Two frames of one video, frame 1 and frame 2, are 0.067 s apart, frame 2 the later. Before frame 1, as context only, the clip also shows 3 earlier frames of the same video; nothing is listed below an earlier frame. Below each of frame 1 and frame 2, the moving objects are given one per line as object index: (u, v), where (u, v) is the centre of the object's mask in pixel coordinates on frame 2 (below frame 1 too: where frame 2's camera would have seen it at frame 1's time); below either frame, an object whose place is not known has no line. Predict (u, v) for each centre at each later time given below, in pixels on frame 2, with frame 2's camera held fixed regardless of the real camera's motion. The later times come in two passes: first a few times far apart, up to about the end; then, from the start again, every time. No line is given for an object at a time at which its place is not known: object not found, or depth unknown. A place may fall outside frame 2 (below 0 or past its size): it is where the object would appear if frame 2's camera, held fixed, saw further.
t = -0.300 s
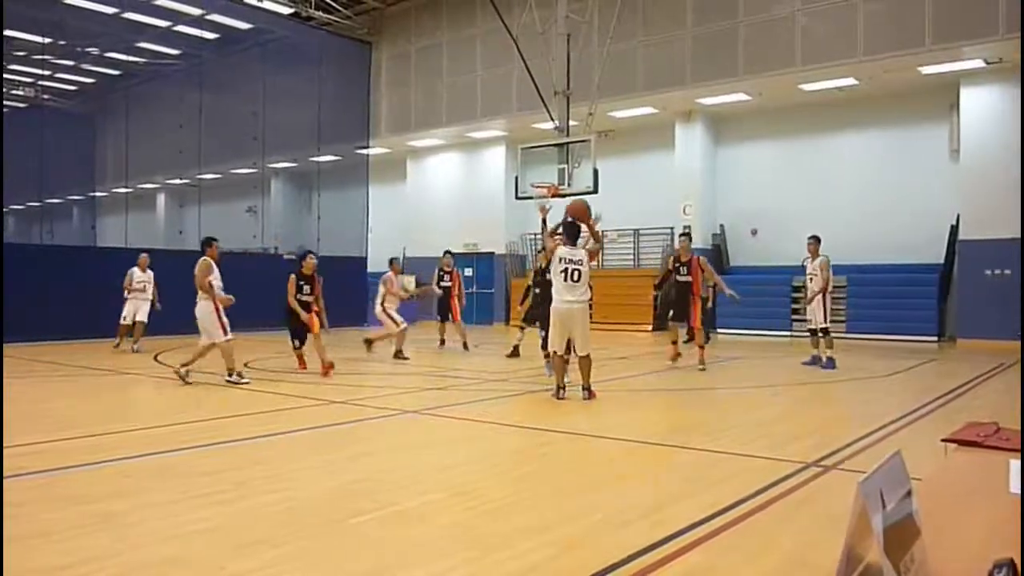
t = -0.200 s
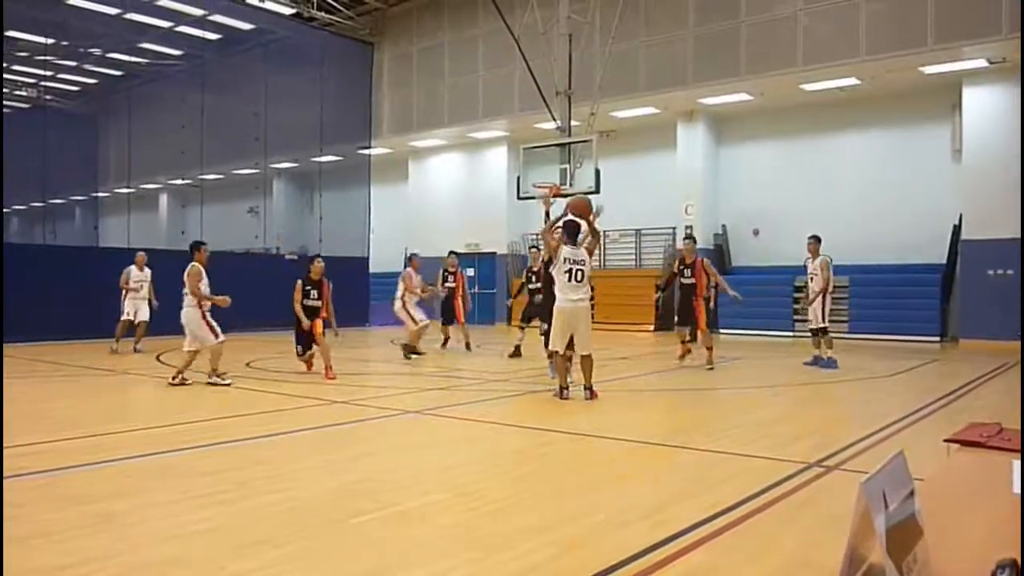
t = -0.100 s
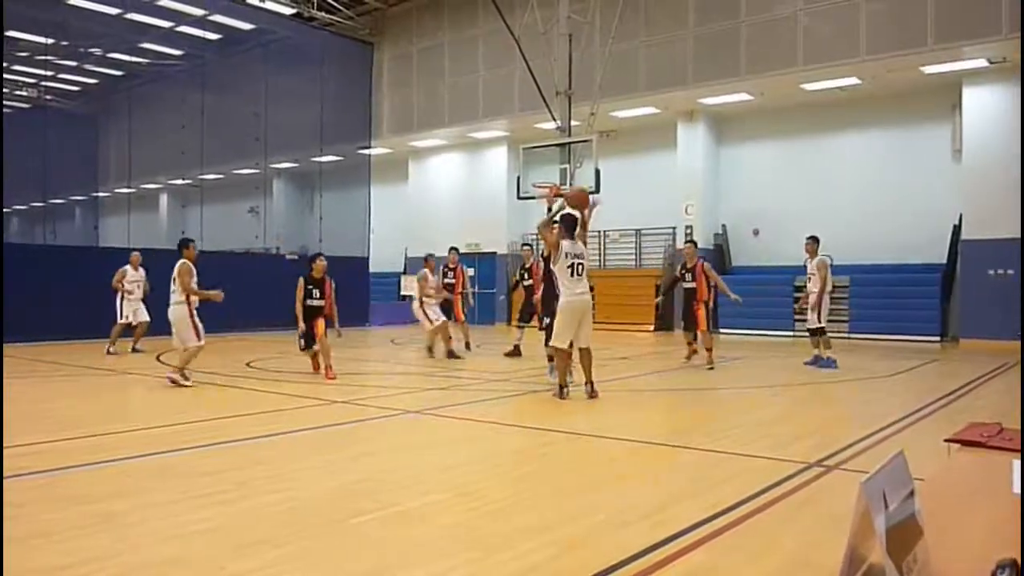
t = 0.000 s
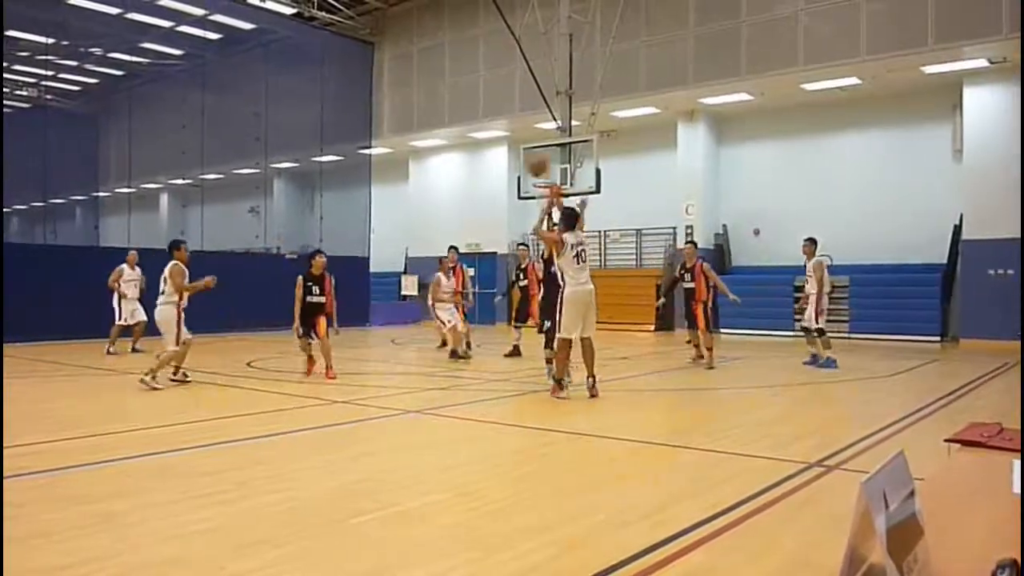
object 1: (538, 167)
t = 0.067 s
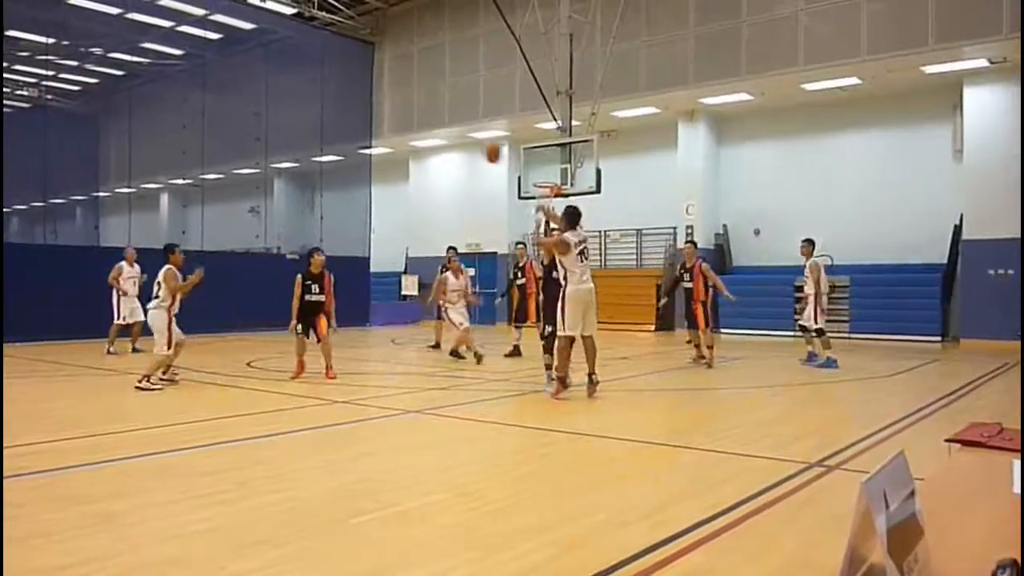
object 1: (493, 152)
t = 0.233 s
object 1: (394, 141)
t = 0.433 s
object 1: (299, 153)
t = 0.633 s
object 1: (217, 192)
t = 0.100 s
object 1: (471, 148)
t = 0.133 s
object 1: (452, 145)
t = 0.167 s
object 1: (431, 143)
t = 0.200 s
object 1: (412, 141)
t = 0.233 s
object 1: (394, 141)
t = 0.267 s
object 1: (378, 140)
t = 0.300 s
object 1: (361, 140)
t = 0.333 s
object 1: (344, 143)
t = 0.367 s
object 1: (330, 145)
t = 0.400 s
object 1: (314, 149)
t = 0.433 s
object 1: (299, 153)
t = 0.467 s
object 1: (284, 159)
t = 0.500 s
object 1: (270, 165)
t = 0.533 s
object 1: (256, 171)
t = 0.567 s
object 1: (244, 177)
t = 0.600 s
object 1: (232, 184)
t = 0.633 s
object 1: (217, 192)
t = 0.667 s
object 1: (206, 199)
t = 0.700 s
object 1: (195, 210)
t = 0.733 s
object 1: (182, 219)
